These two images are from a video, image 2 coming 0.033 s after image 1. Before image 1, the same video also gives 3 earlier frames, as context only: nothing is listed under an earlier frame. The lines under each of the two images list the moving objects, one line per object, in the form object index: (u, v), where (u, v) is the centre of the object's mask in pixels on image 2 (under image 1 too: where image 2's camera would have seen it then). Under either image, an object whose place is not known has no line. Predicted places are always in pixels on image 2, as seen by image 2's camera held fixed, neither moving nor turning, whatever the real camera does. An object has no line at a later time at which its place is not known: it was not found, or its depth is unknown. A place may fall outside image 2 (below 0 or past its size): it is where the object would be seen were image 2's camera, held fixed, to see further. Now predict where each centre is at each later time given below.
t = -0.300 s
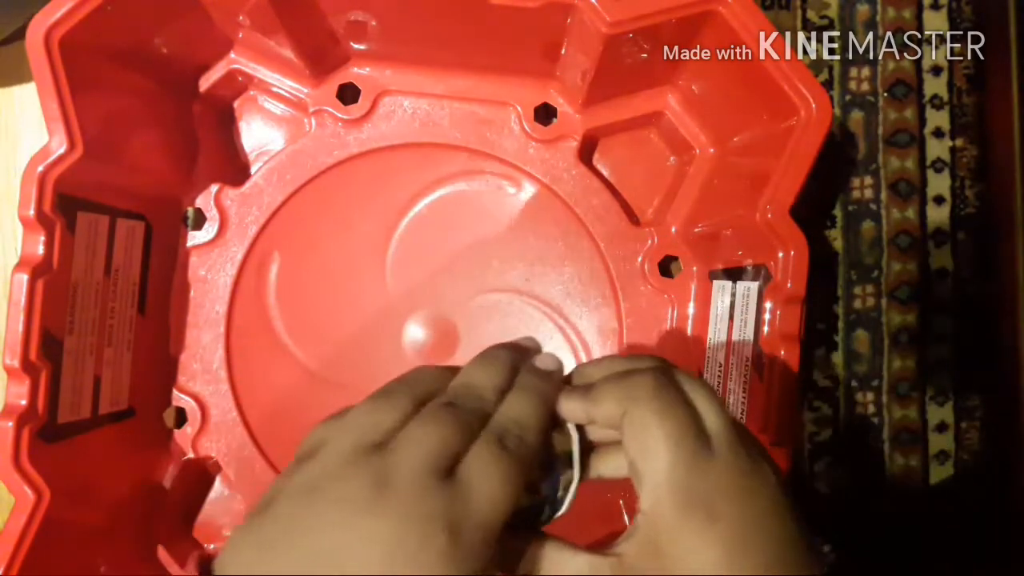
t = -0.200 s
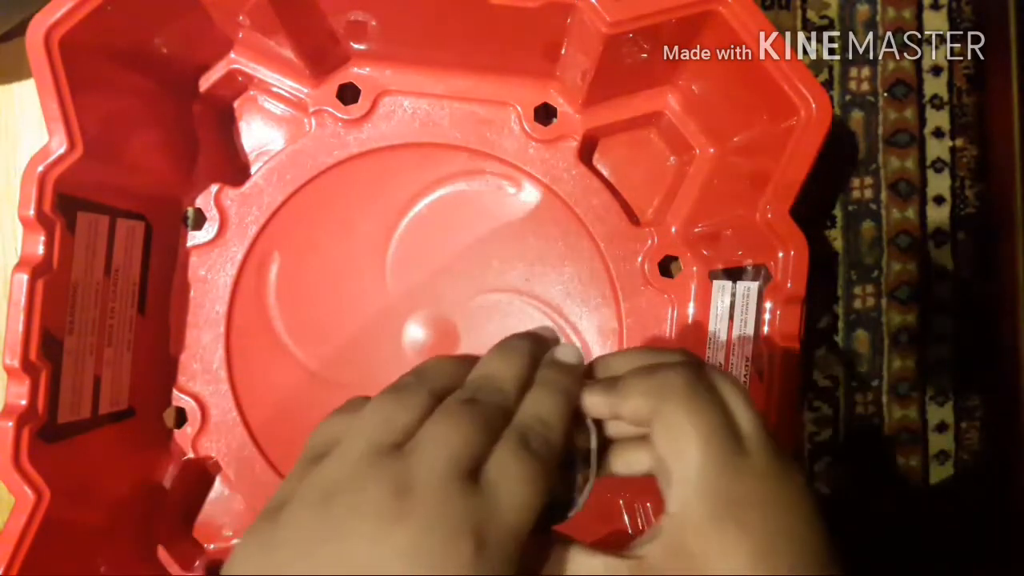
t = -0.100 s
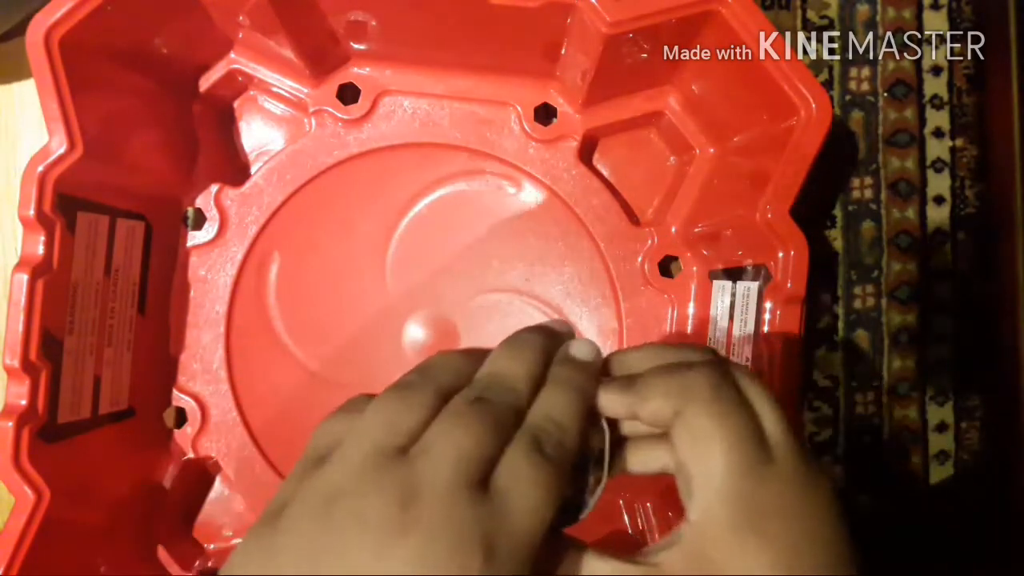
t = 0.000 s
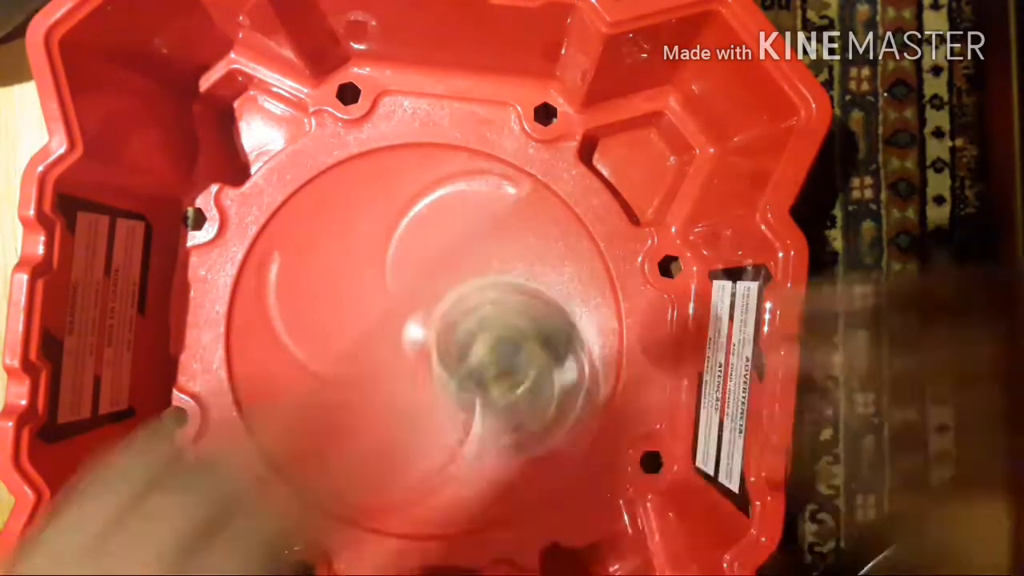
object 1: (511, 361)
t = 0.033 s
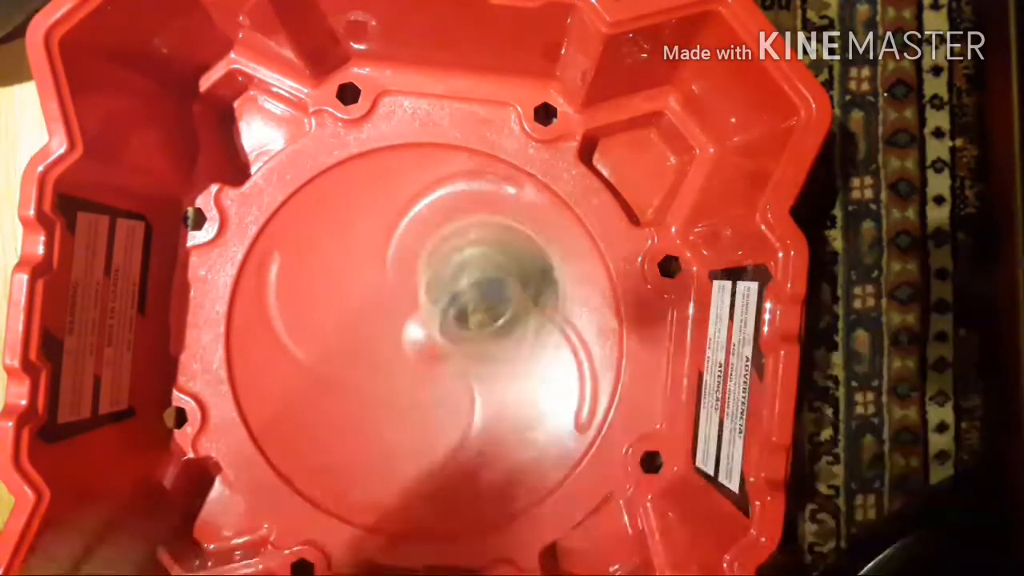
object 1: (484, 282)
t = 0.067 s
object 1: (473, 235)
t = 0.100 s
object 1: (462, 192)
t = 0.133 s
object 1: (459, 166)
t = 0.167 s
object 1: (454, 147)
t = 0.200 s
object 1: (448, 131)
